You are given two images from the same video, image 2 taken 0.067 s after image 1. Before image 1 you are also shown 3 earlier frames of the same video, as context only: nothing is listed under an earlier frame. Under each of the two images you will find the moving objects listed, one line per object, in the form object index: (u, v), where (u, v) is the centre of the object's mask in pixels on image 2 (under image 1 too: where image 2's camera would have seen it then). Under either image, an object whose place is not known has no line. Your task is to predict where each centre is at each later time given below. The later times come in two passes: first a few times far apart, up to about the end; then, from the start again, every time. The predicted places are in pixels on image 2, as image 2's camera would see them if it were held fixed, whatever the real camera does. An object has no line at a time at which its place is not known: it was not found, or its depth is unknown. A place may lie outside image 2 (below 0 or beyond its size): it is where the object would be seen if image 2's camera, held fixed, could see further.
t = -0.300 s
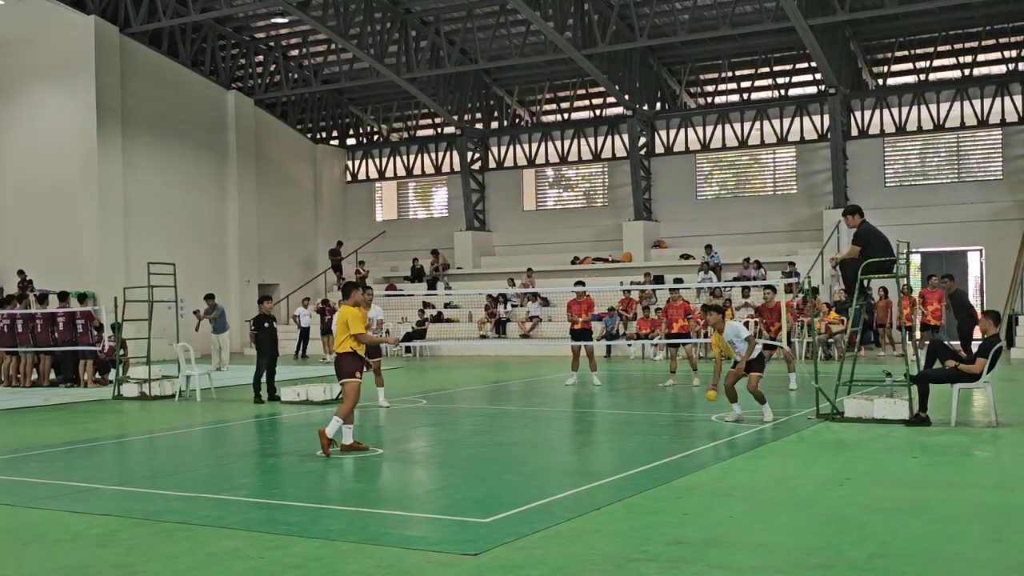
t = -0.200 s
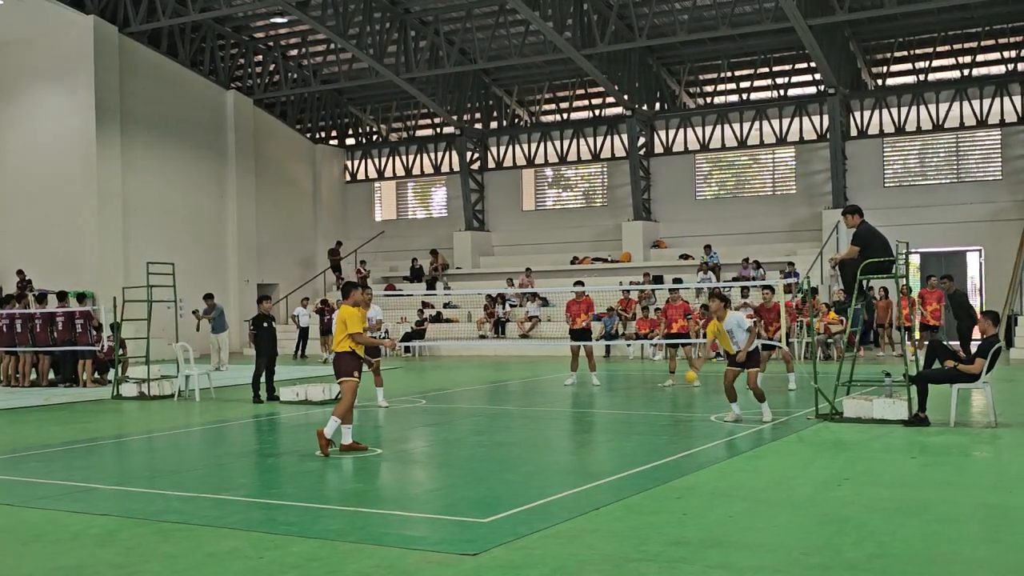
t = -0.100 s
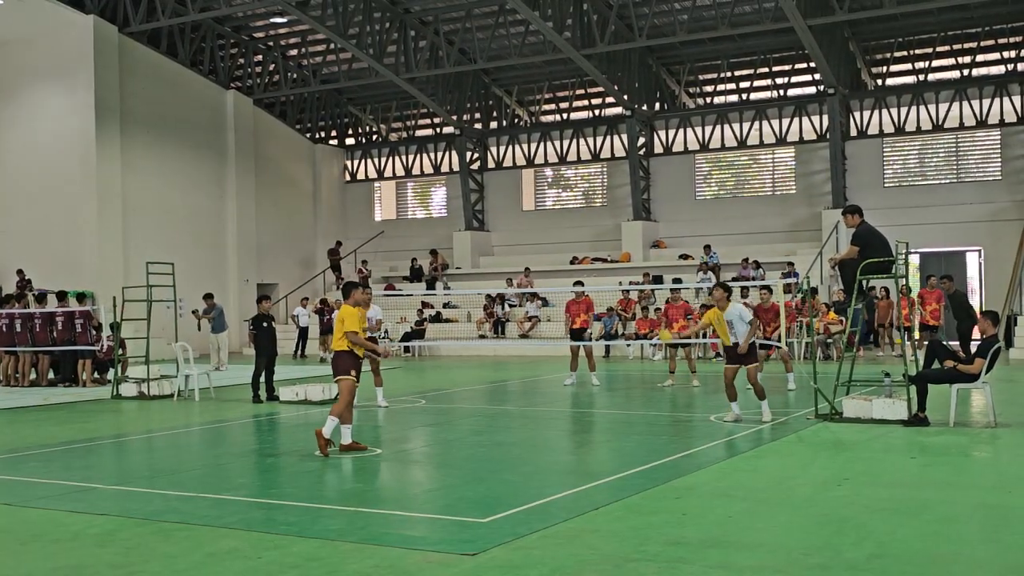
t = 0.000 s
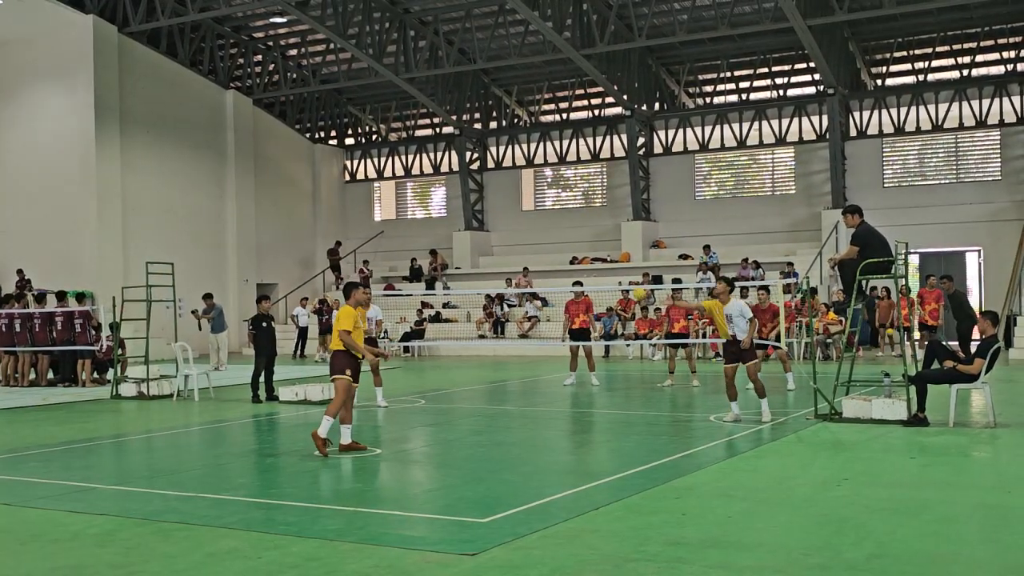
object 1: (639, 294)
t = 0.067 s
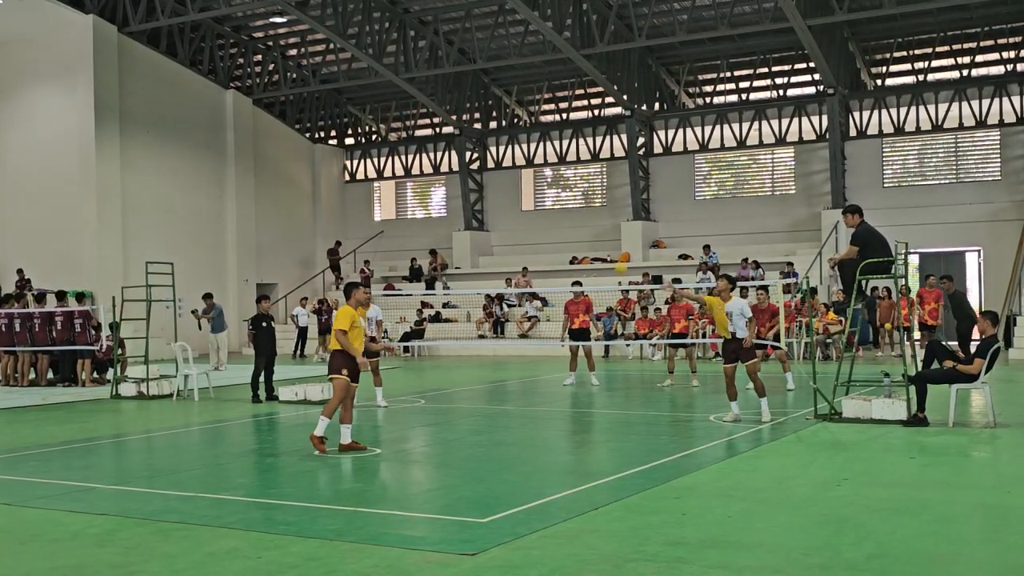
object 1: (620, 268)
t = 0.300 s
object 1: (557, 213)
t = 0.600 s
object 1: (472, 212)
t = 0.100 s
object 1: (611, 257)
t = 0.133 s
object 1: (603, 248)
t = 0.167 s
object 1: (594, 238)
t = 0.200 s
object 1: (584, 230)
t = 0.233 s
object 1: (576, 223)
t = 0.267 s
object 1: (566, 217)
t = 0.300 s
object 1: (557, 213)
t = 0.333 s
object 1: (548, 208)
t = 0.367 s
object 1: (539, 205)
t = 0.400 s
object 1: (529, 203)
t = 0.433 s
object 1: (519, 201)
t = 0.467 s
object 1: (510, 201)
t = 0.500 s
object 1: (500, 202)
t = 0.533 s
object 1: (491, 204)
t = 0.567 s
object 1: (481, 208)
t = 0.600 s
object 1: (472, 212)
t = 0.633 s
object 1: (462, 217)
